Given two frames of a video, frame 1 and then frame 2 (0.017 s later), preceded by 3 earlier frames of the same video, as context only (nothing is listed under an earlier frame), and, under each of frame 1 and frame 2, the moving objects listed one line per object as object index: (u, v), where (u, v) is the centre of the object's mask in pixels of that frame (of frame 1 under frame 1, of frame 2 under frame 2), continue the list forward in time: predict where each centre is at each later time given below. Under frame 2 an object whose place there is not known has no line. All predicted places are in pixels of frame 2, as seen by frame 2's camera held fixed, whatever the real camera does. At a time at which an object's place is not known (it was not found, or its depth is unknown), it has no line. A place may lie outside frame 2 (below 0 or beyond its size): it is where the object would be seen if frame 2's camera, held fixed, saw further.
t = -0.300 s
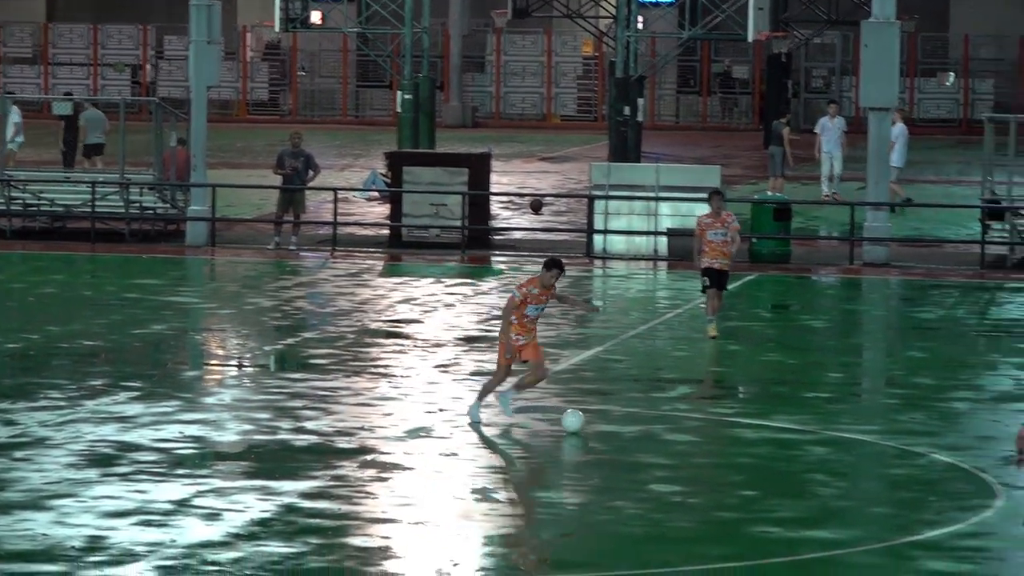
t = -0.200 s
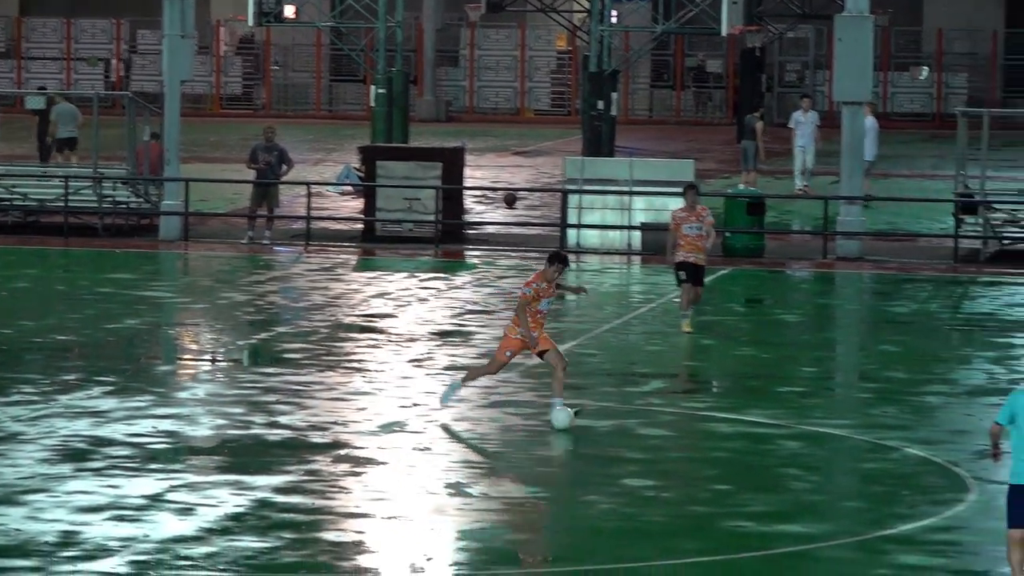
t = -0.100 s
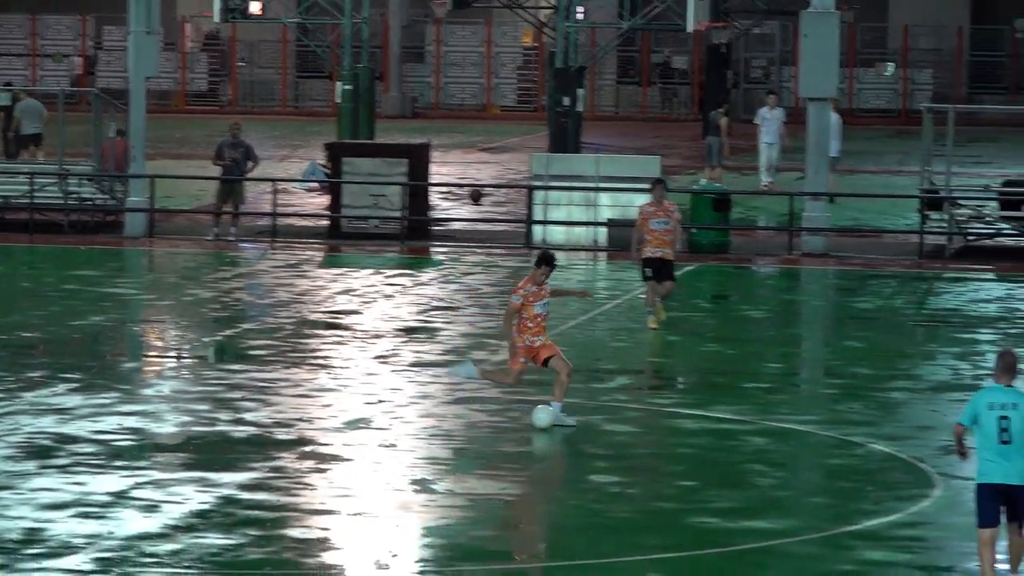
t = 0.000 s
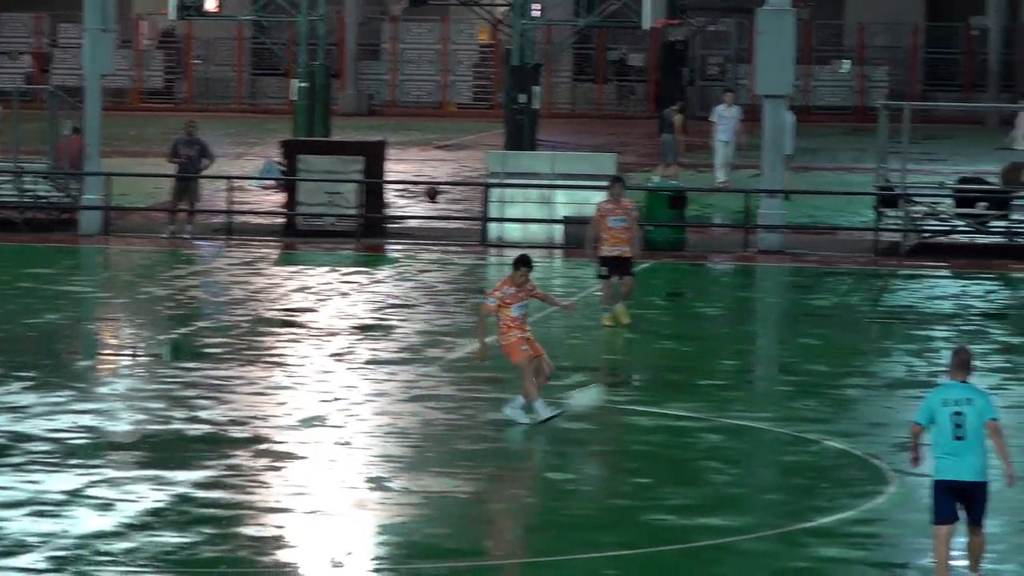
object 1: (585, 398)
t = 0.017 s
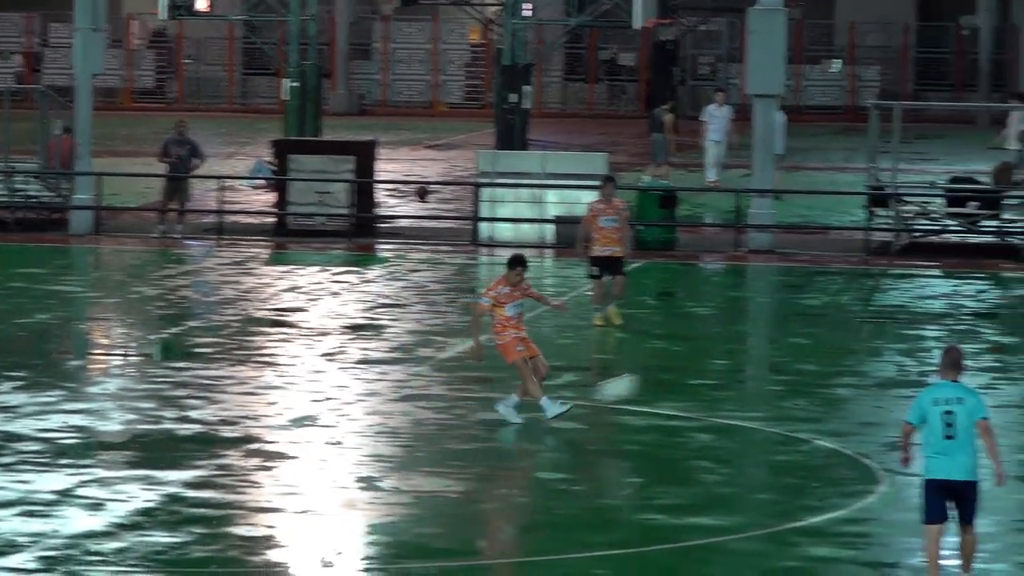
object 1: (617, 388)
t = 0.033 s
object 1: (658, 379)
